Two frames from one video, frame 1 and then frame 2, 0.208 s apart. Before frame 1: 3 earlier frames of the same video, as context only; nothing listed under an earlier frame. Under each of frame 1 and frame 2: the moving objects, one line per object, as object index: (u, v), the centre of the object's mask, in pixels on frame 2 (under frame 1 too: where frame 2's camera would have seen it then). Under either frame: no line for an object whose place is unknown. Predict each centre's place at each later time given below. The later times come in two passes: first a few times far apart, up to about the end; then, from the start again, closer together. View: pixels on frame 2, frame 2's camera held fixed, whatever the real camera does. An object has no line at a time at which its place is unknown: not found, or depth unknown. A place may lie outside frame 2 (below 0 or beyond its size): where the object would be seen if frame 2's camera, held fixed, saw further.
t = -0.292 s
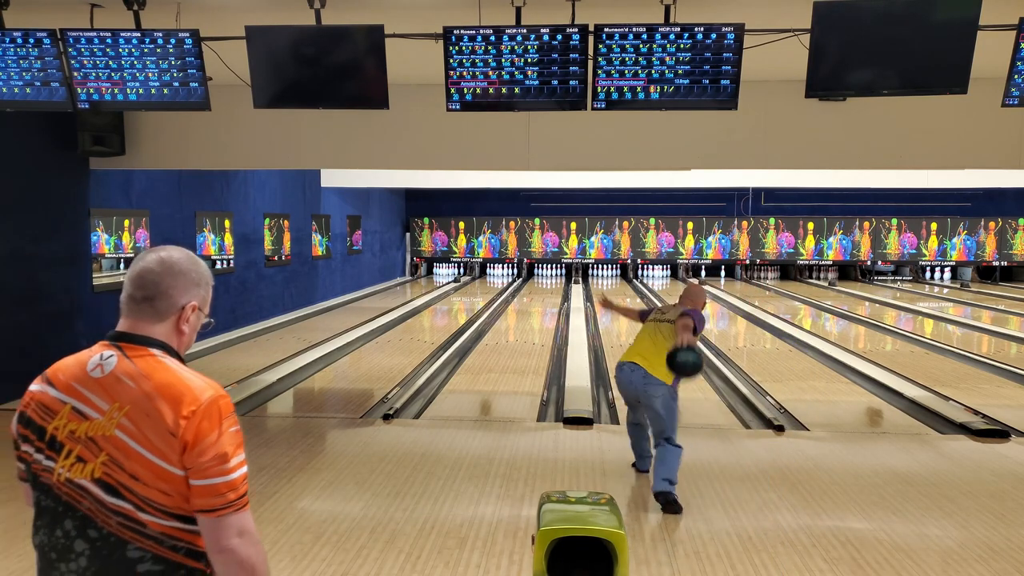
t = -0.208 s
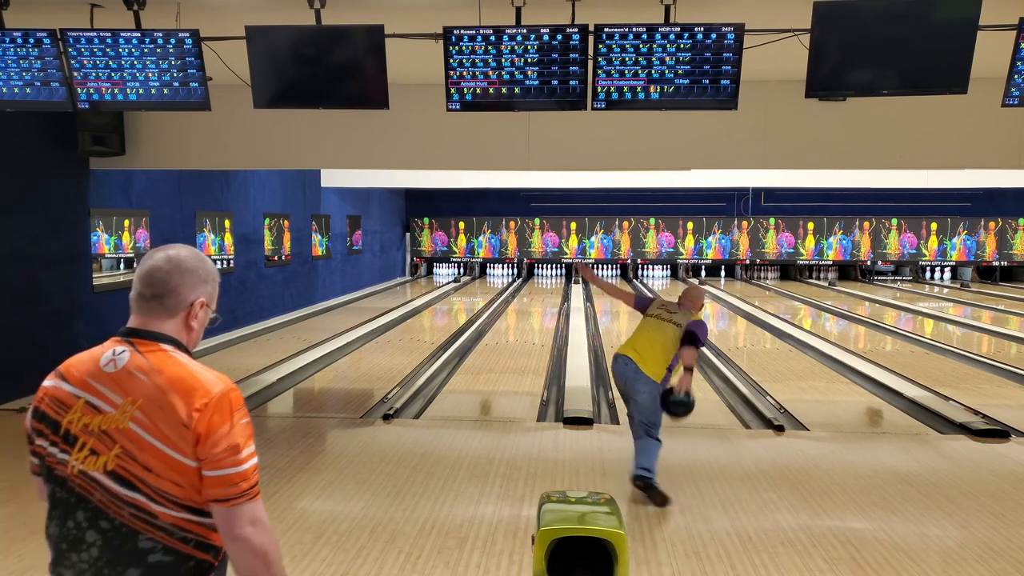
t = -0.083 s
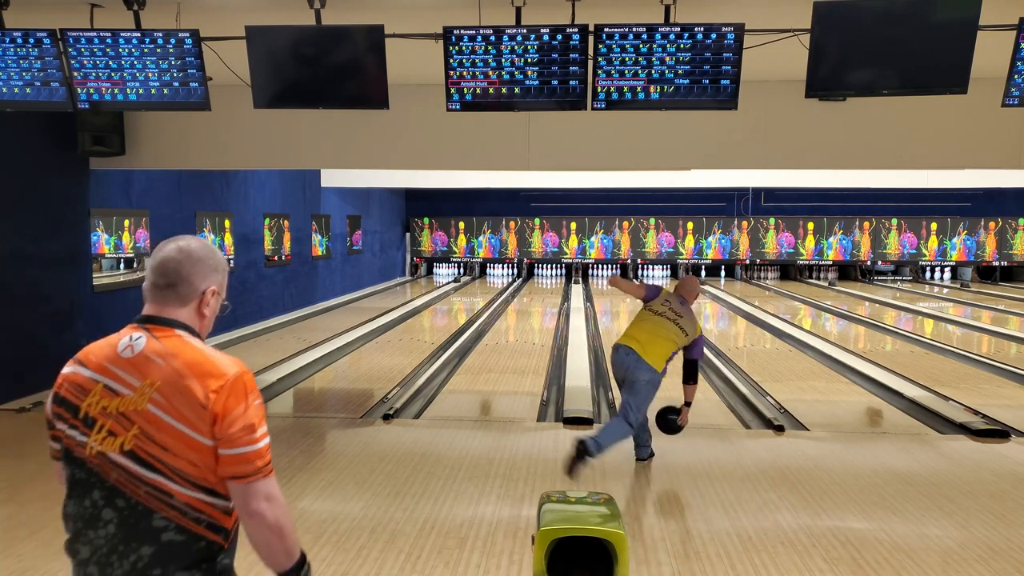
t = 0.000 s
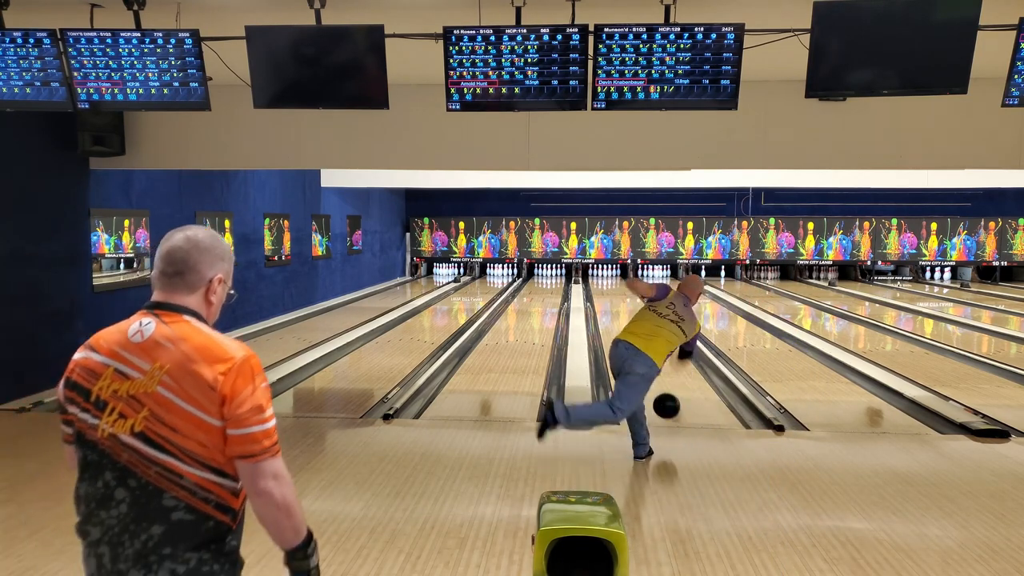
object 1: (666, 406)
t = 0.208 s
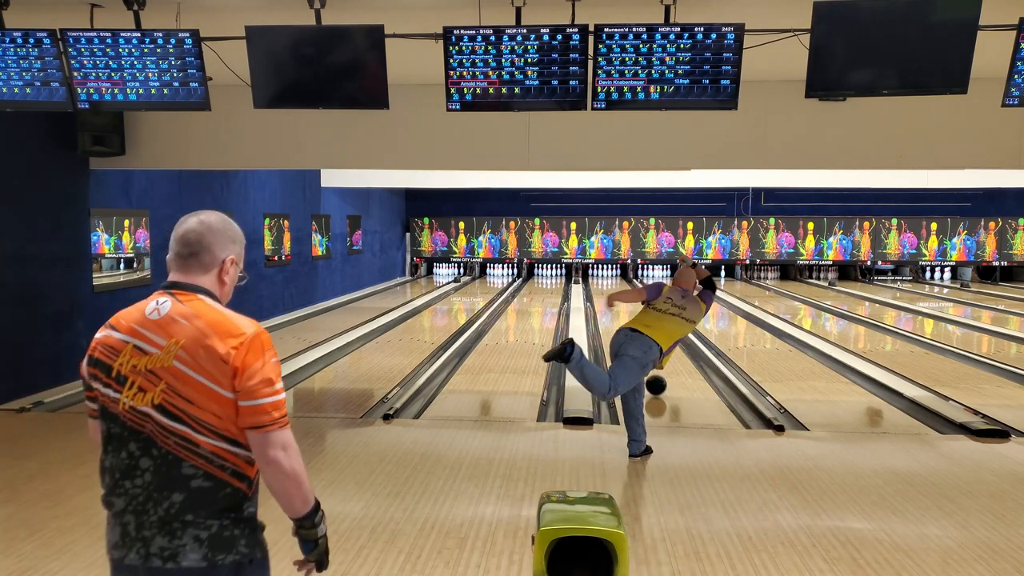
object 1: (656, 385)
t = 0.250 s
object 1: (655, 381)
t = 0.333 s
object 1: (656, 373)
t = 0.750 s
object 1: (638, 329)
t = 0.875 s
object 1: (640, 324)
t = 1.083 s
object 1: (637, 312)
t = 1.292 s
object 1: (633, 303)
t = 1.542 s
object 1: (630, 295)
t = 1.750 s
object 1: (627, 289)
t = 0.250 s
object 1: (655, 381)
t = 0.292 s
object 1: (656, 376)
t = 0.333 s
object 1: (656, 373)
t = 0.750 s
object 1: (638, 329)
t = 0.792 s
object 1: (640, 327)
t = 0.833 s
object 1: (640, 325)
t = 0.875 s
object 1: (640, 324)
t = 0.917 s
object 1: (640, 322)
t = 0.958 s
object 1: (640, 320)
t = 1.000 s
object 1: (635, 314)
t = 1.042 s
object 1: (637, 314)
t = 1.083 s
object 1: (637, 312)
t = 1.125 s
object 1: (636, 310)
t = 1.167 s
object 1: (635, 308)
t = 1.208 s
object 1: (634, 306)
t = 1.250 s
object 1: (634, 305)
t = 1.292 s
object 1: (633, 303)
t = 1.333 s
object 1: (633, 302)
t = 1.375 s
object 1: (632, 300)
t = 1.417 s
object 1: (632, 299)
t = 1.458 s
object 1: (631, 297)
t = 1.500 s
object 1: (631, 296)
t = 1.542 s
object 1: (630, 295)
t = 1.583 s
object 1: (629, 294)
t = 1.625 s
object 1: (629, 292)
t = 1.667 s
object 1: (628, 291)
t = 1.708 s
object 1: (627, 290)
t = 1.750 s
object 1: (627, 289)
